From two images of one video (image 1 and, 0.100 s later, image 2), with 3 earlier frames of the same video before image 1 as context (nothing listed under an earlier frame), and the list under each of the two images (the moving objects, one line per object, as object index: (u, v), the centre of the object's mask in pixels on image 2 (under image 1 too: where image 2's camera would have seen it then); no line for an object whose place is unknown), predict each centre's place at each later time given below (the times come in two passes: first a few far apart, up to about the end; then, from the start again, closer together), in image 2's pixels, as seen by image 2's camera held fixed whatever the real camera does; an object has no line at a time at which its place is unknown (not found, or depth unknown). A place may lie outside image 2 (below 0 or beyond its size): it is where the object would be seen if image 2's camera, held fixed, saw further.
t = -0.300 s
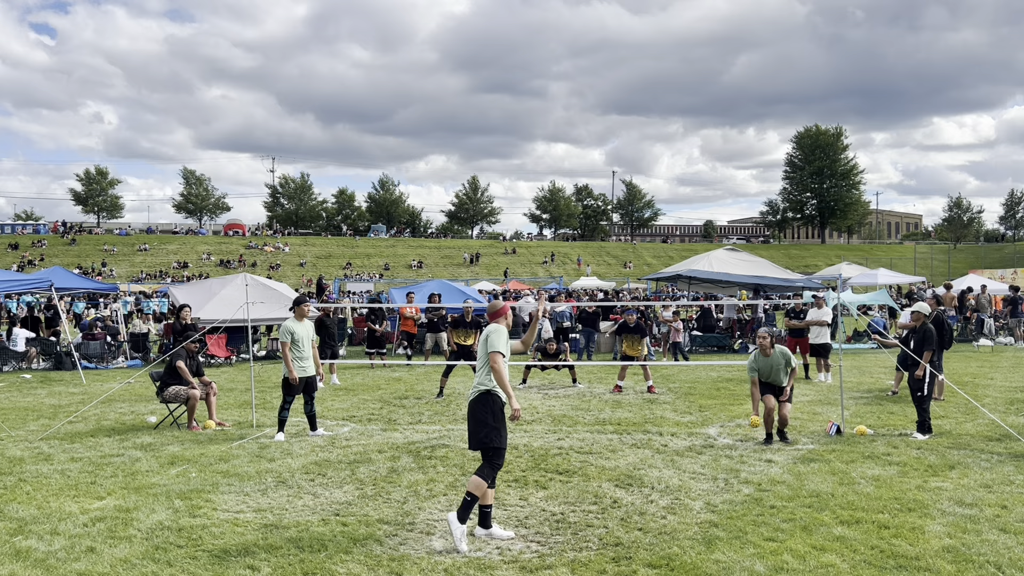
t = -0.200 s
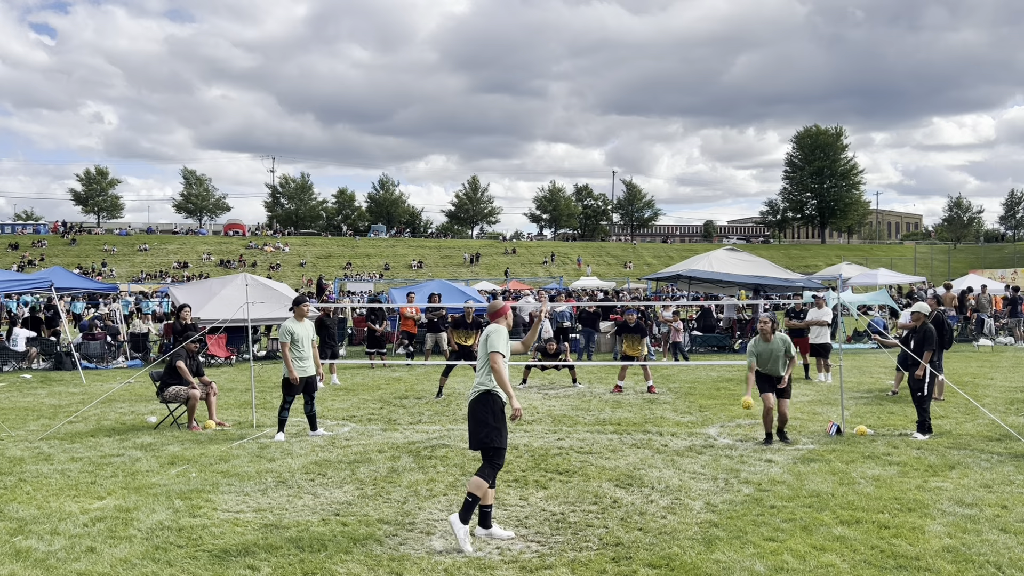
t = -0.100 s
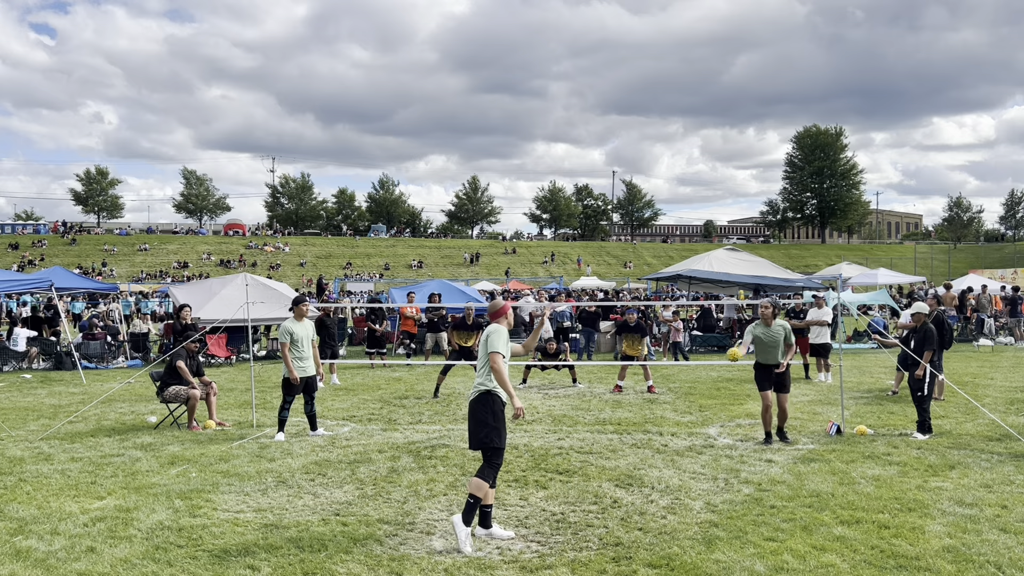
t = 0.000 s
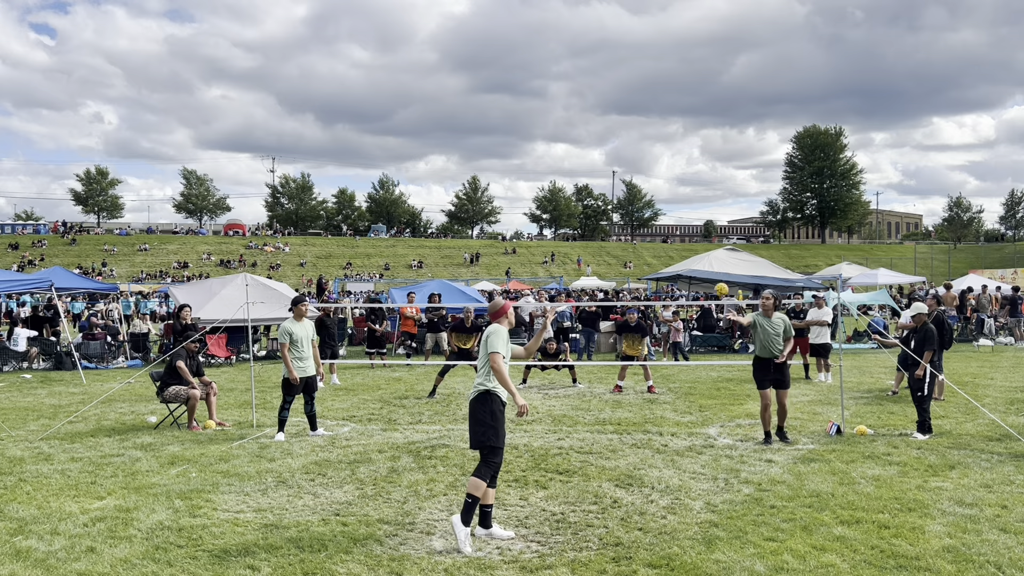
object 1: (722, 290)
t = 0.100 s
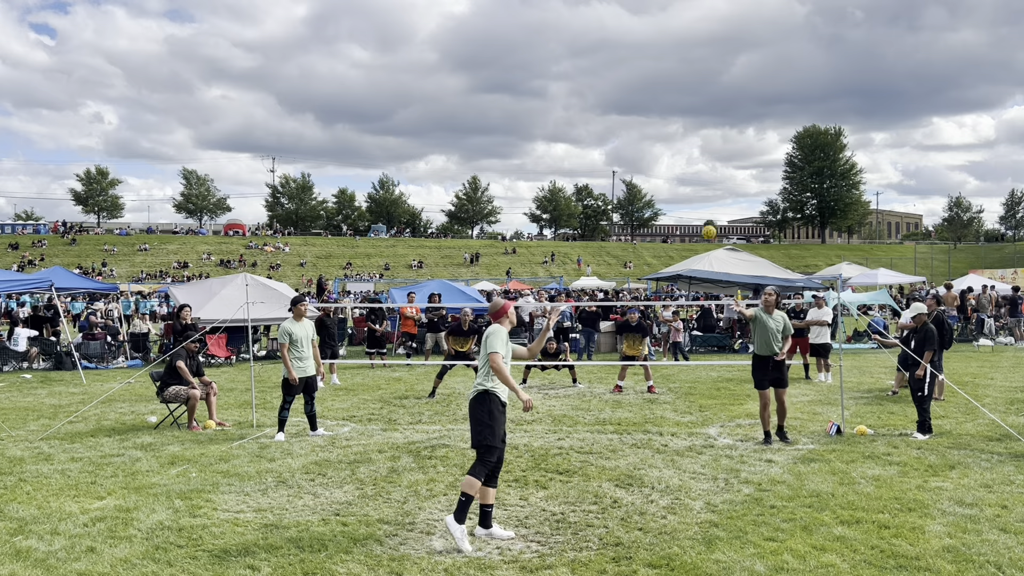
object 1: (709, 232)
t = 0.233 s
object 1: (691, 168)
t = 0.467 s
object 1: (658, 93)
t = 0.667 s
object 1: (625, 73)
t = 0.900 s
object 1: (581, 112)
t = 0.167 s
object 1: (700, 199)
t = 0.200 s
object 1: (695, 183)
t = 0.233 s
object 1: (691, 168)
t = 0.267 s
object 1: (687, 154)
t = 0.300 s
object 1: (682, 142)
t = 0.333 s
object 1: (677, 130)
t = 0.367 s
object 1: (673, 119)
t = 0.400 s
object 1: (668, 110)
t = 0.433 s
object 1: (663, 101)
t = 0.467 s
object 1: (658, 93)
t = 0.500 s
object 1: (653, 87)
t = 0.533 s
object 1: (647, 82)
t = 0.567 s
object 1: (642, 77)
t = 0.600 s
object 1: (636, 75)
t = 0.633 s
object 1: (631, 73)
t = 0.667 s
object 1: (625, 73)
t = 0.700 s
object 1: (619, 74)
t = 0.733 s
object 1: (613, 77)
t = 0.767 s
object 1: (607, 80)
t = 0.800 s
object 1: (601, 86)
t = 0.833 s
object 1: (594, 93)
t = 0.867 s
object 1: (588, 102)
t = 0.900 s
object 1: (581, 112)
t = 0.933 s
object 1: (574, 123)
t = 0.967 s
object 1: (567, 137)
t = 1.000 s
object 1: (560, 152)
